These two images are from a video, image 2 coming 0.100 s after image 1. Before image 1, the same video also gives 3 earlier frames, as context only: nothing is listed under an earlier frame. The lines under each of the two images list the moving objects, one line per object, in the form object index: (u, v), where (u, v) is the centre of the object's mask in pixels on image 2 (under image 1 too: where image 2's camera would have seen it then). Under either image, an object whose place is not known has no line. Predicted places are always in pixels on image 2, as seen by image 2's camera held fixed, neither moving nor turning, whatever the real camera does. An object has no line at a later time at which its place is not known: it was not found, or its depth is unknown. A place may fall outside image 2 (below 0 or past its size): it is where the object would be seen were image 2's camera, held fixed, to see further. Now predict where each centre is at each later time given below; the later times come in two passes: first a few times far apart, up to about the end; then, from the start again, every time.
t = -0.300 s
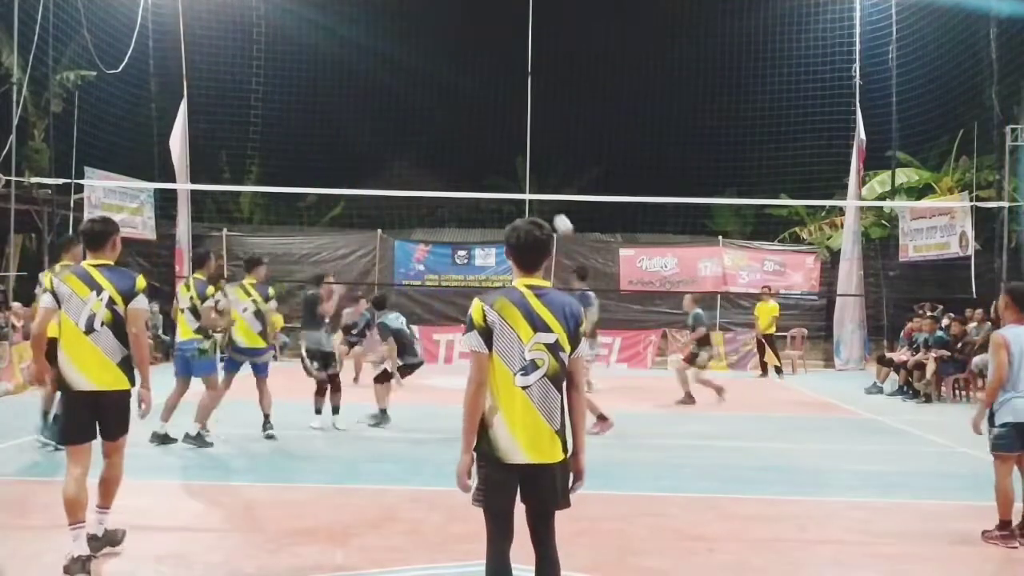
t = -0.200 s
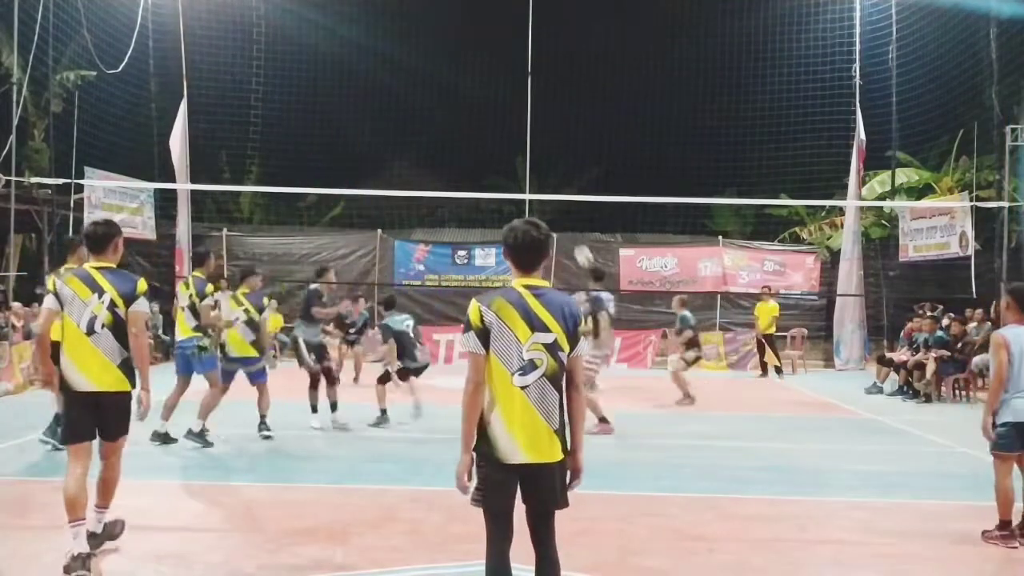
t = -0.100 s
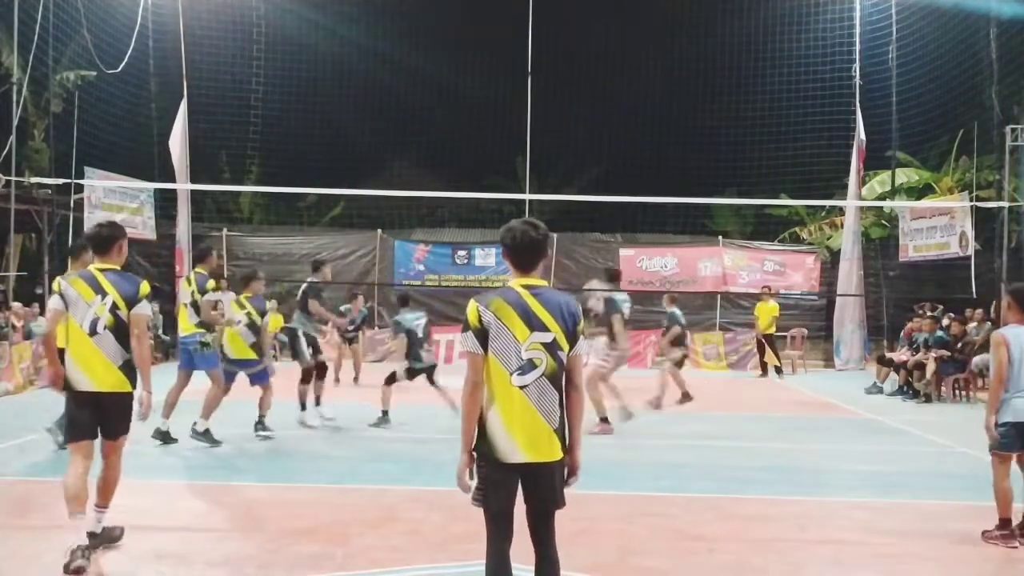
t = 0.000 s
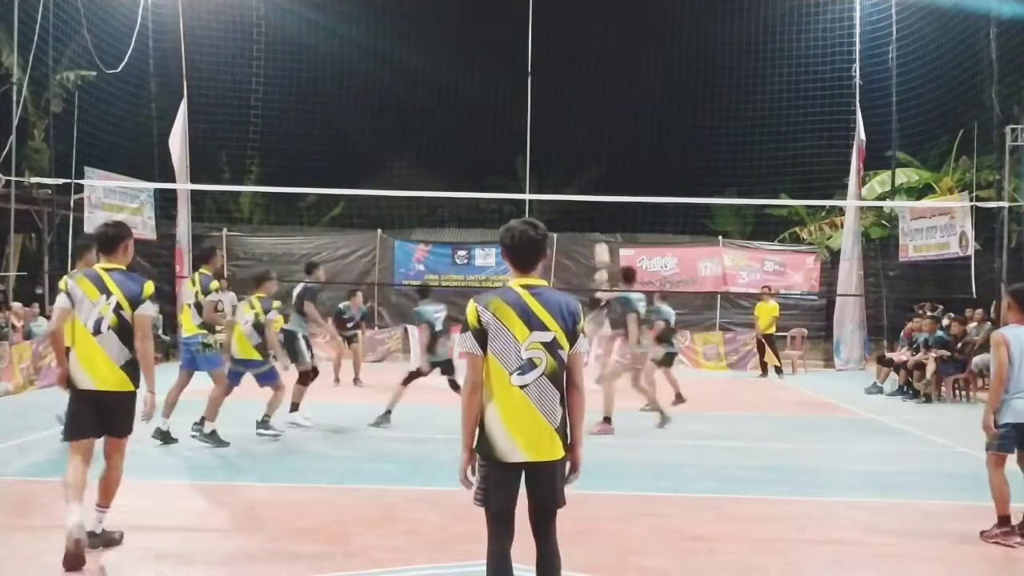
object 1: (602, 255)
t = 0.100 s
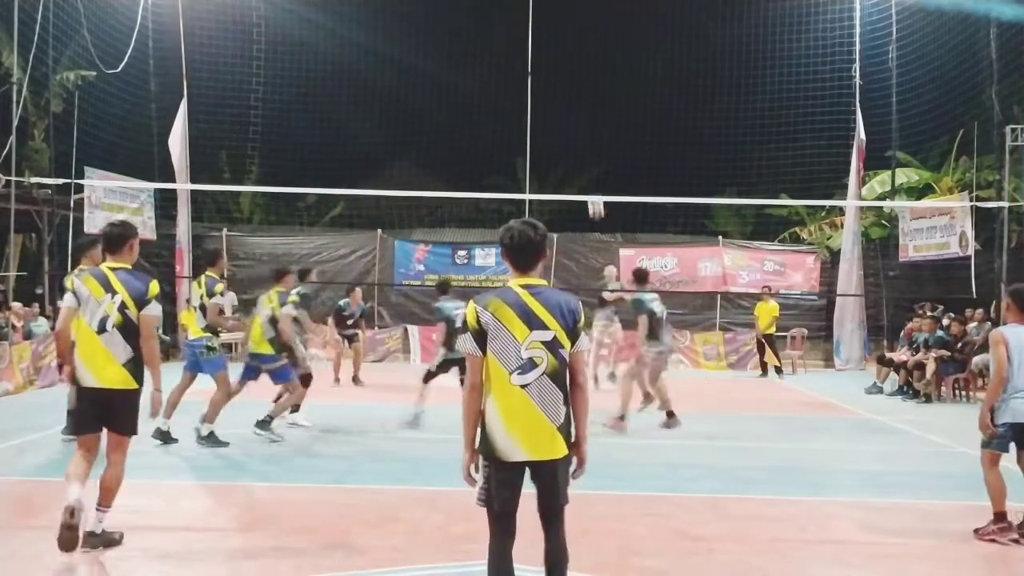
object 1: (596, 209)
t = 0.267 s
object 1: (585, 140)
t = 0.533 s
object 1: (568, 69)
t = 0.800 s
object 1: (548, 45)
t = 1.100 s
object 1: (523, 82)
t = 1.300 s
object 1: (506, 147)
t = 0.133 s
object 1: (594, 192)
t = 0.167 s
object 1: (592, 178)
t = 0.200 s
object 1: (589, 165)
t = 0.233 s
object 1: (587, 152)
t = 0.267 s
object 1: (585, 140)
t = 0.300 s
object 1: (583, 129)
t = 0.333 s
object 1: (581, 118)
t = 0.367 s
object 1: (579, 108)
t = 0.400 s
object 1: (577, 99)
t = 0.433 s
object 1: (574, 90)
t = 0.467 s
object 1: (572, 82)
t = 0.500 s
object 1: (570, 75)
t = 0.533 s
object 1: (568, 69)
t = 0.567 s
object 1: (565, 63)
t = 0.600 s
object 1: (563, 58)
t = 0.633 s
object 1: (560, 54)
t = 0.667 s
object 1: (558, 50)
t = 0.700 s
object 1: (555, 48)
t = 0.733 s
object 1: (553, 46)
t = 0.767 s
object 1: (550, 45)
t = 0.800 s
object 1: (548, 45)
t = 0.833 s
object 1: (545, 46)
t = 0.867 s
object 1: (542, 47)
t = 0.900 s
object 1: (540, 50)
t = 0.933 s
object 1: (537, 53)
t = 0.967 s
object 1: (534, 57)
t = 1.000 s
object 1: (531, 62)
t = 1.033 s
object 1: (528, 67)
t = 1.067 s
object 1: (526, 74)
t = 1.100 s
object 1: (523, 82)
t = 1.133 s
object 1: (520, 91)
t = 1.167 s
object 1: (517, 100)
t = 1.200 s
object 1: (514, 111)
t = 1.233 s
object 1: (512, 122)
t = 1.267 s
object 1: (509, 134)
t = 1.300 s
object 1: (506, 147)
